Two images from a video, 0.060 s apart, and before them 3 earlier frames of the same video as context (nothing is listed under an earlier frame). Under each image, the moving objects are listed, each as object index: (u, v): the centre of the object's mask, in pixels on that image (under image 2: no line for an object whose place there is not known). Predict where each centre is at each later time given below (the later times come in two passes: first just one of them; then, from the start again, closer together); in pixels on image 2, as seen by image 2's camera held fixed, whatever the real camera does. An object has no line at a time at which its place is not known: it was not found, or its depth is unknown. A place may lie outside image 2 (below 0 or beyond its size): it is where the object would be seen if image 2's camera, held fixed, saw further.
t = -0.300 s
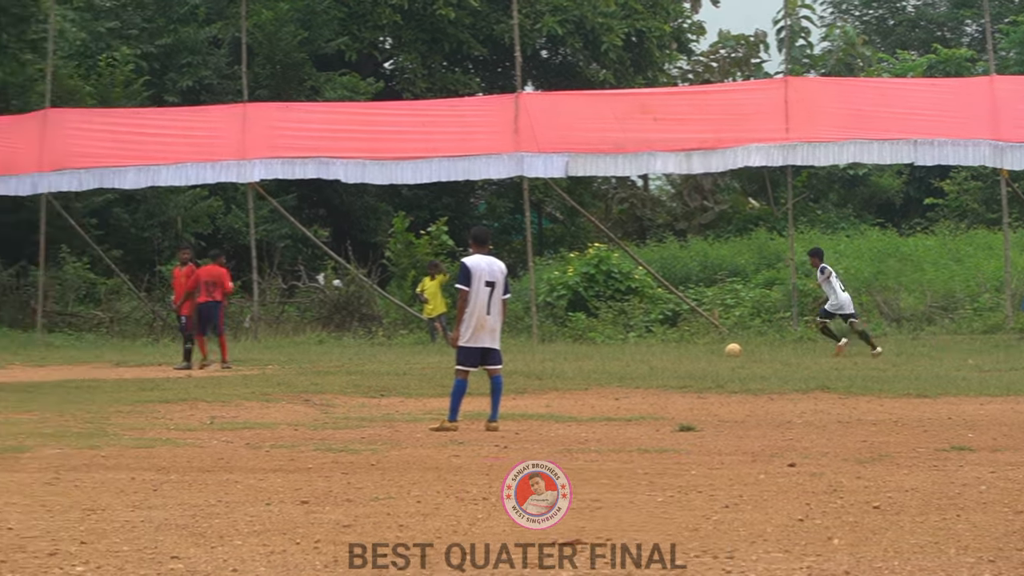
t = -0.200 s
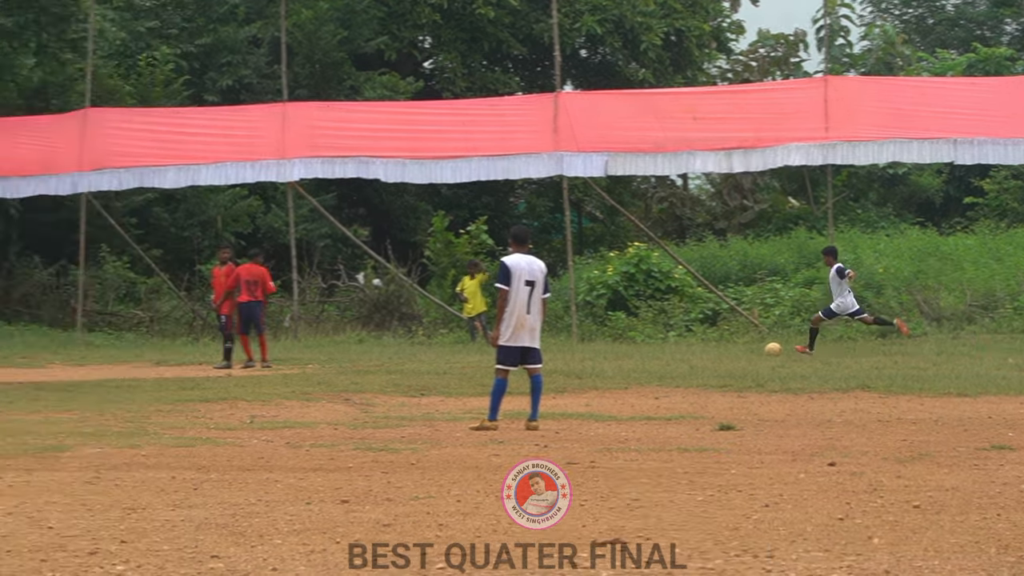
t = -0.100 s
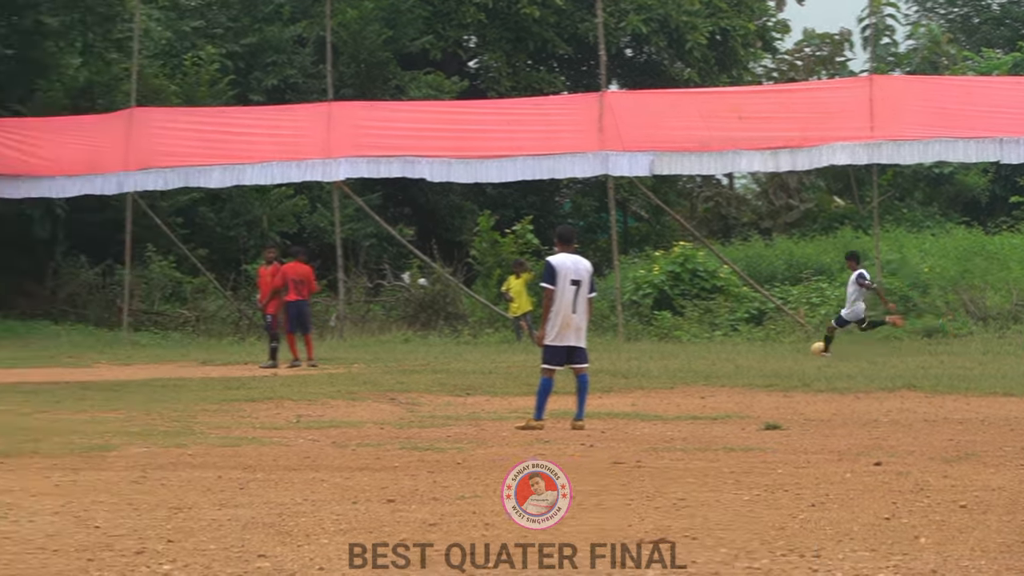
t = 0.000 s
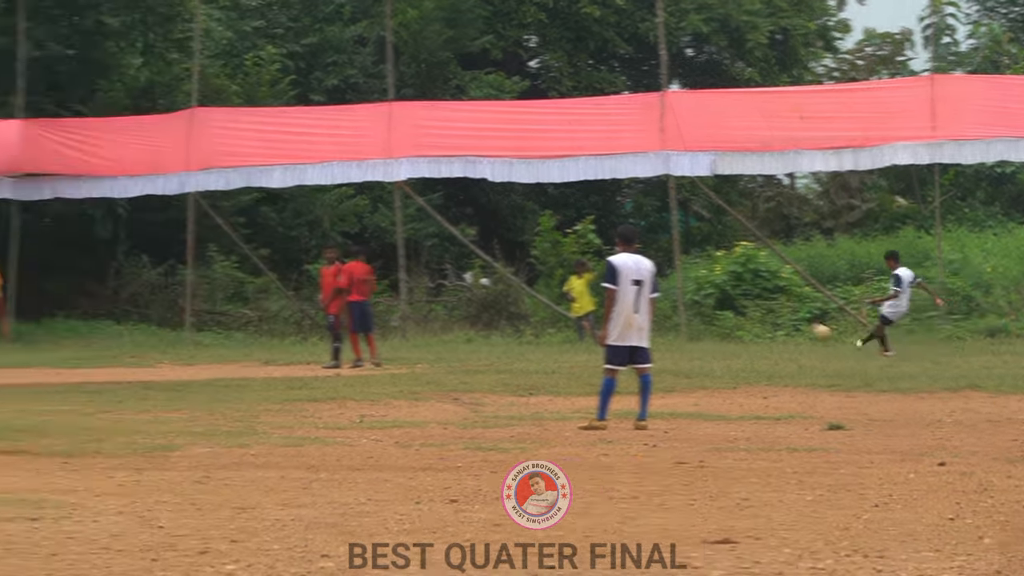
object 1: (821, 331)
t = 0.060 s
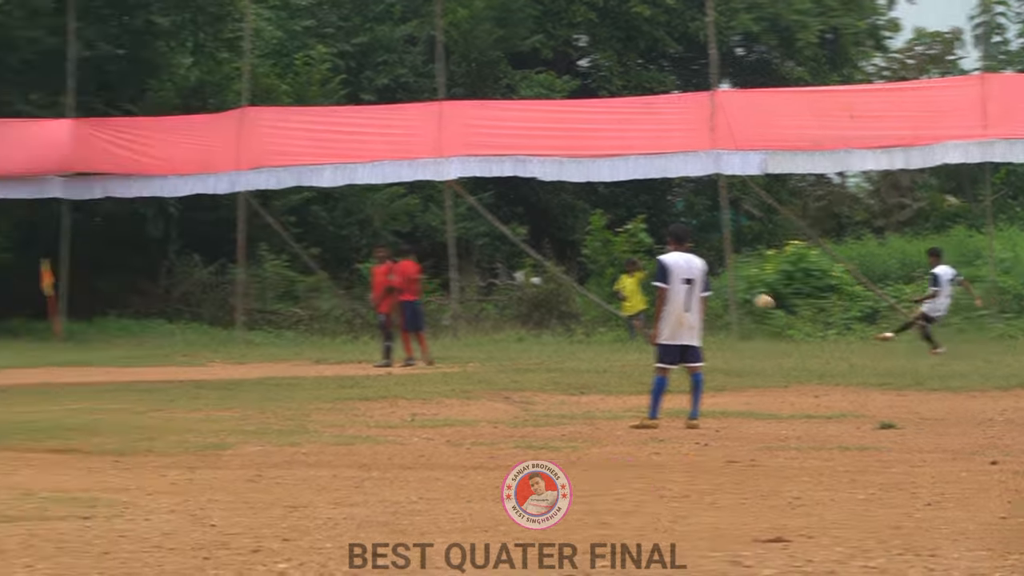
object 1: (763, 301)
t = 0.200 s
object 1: (518, 253)
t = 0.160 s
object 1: (587, 265)
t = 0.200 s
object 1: (518, 253)
